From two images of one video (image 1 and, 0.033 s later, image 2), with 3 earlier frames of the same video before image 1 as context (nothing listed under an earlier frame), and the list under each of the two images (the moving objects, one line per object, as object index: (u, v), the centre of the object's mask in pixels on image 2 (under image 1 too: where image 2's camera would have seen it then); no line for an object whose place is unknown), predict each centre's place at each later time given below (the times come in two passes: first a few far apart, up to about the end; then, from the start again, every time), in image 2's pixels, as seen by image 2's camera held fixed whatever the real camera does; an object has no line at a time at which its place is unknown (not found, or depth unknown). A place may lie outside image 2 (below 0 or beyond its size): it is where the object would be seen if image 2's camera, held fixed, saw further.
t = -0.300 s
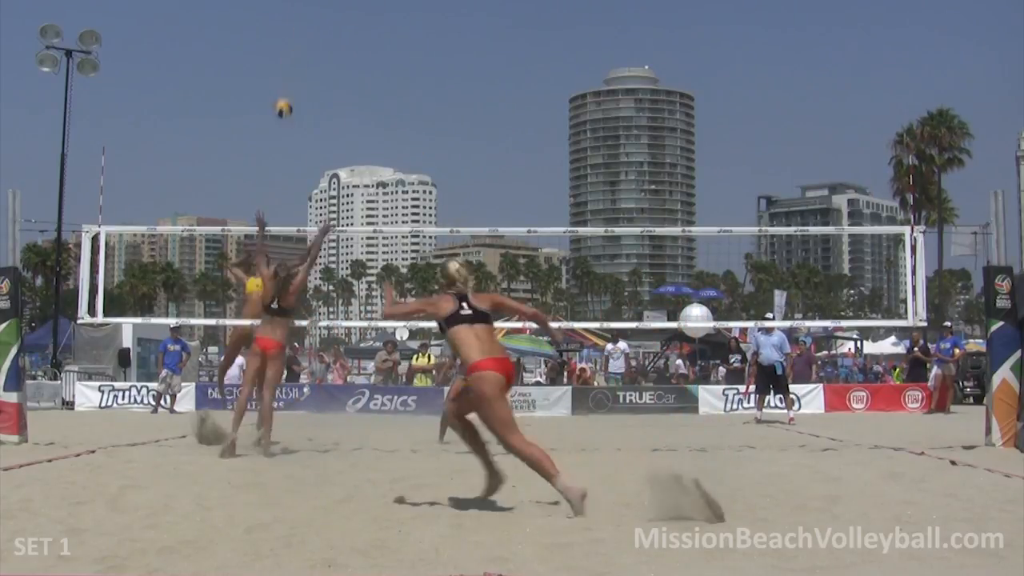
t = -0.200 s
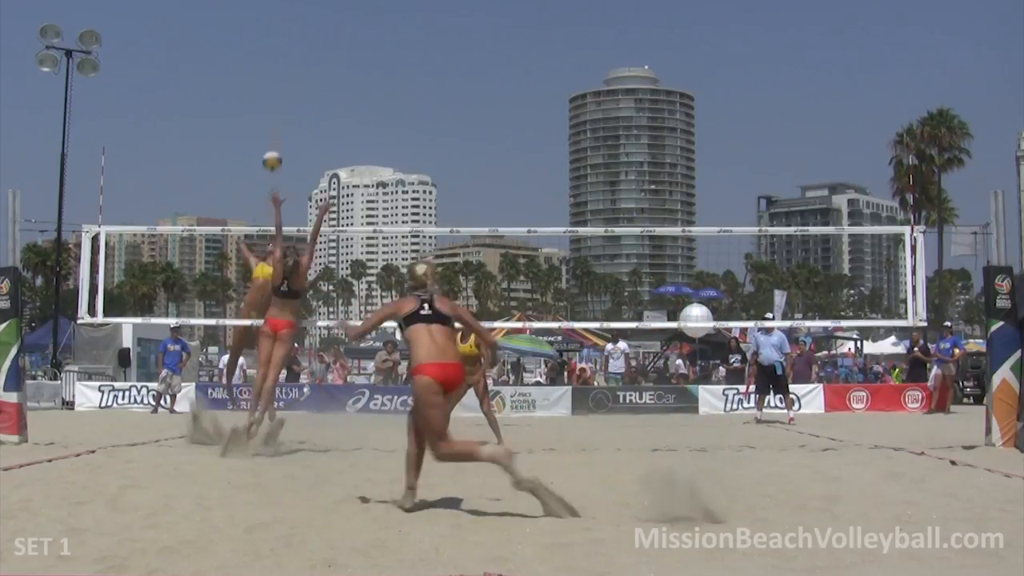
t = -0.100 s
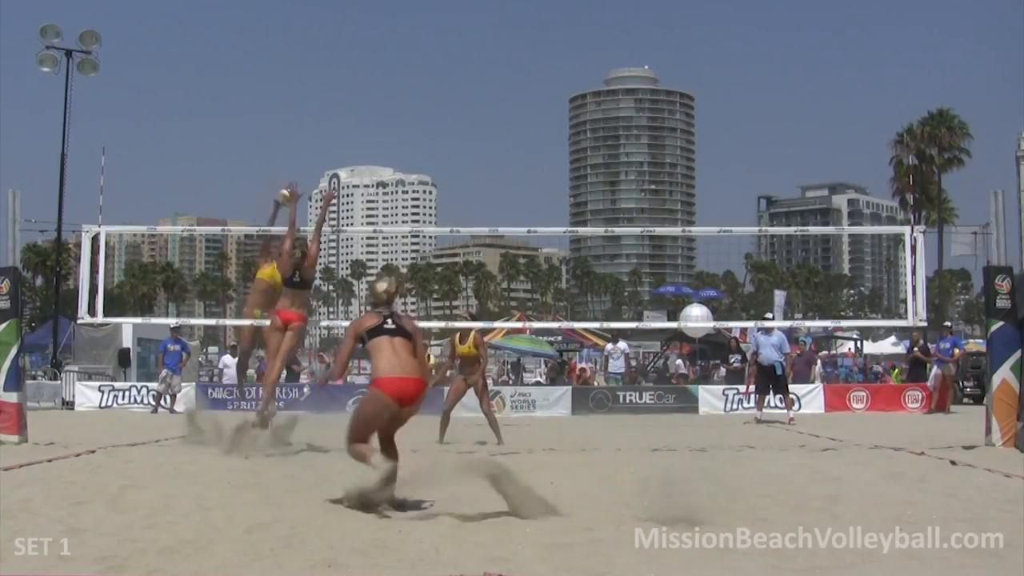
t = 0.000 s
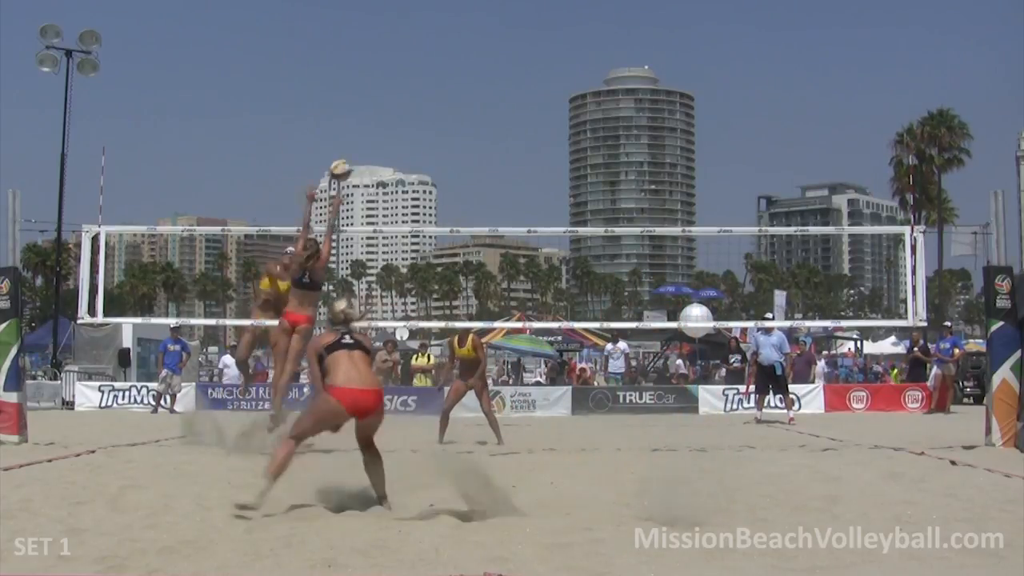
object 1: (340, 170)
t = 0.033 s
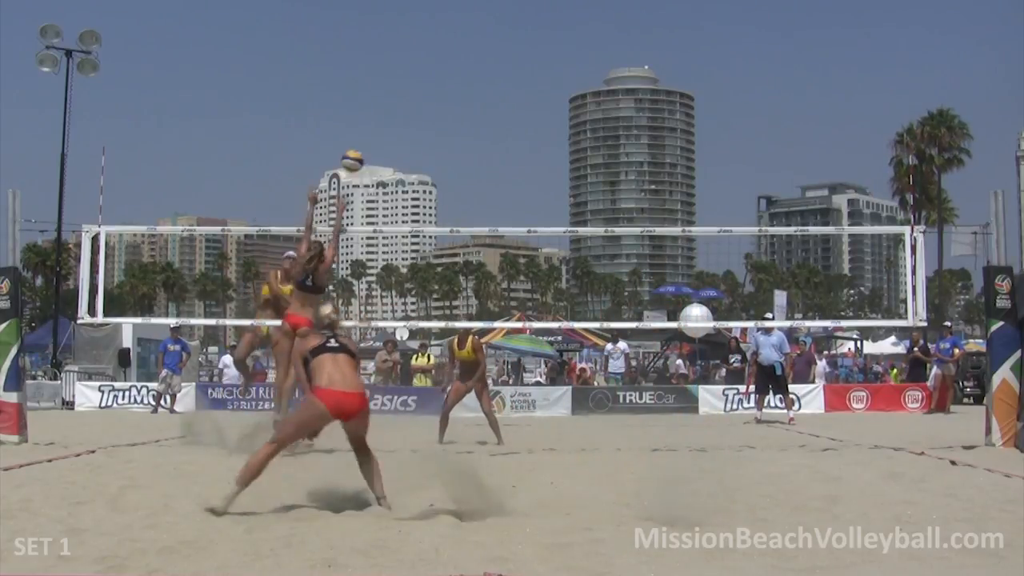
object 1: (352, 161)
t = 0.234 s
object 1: (431, 127)
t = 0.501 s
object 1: (554, 159)
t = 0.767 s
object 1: (701, 315)
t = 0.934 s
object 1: (806, 488)
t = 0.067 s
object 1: (364, 152)
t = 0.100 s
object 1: (377, 145)
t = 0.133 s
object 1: (390, 139)
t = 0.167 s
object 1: (404, 133)
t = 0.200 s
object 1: (417, 130)
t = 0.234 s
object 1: (431, 127)
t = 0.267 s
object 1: (446, 125)
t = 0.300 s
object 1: (459, 126)
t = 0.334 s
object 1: (474, 128)
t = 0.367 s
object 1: (490, 131)
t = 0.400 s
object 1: (505, 136)
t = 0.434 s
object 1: (521, 142)
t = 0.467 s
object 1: (537, 150)
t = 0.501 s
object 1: (554, 159)
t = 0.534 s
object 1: (571, 172)
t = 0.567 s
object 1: (585, 185)
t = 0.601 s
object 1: (607, 199)
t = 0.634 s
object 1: (625, 219)
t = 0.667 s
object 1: (643, 240)
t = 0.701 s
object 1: (662, 263)
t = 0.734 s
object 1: (682, 288)
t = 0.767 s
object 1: (701, 315)
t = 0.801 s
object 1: (722, 344)
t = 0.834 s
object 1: (744, 377)
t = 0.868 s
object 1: (763, 414)
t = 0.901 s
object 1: (785, 454)
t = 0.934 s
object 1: (806, 488)
